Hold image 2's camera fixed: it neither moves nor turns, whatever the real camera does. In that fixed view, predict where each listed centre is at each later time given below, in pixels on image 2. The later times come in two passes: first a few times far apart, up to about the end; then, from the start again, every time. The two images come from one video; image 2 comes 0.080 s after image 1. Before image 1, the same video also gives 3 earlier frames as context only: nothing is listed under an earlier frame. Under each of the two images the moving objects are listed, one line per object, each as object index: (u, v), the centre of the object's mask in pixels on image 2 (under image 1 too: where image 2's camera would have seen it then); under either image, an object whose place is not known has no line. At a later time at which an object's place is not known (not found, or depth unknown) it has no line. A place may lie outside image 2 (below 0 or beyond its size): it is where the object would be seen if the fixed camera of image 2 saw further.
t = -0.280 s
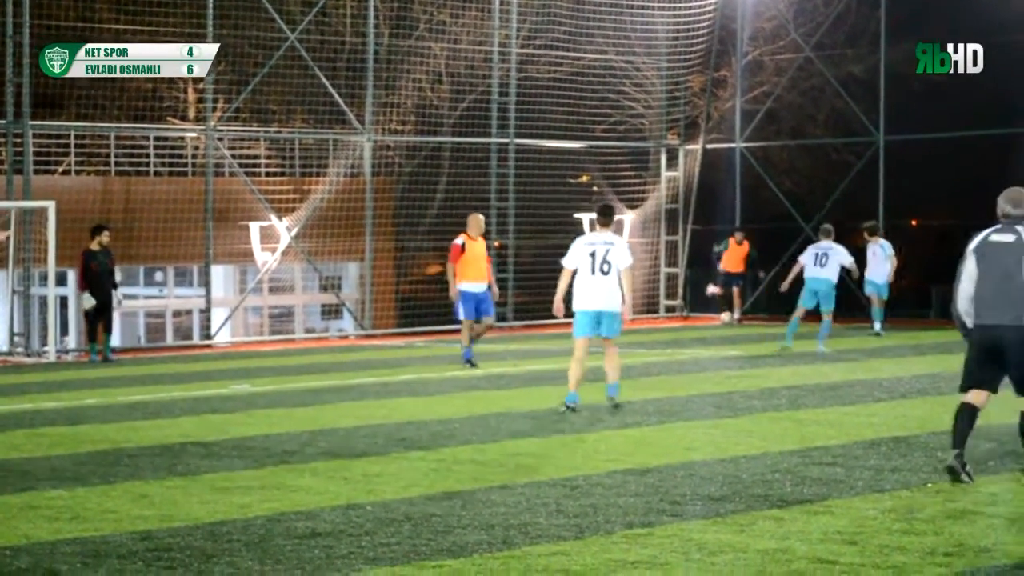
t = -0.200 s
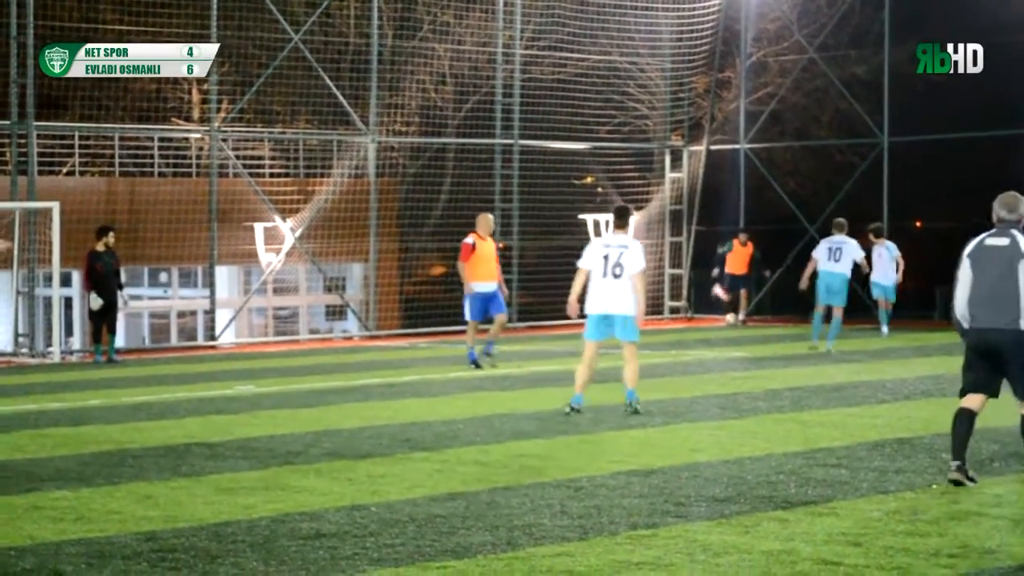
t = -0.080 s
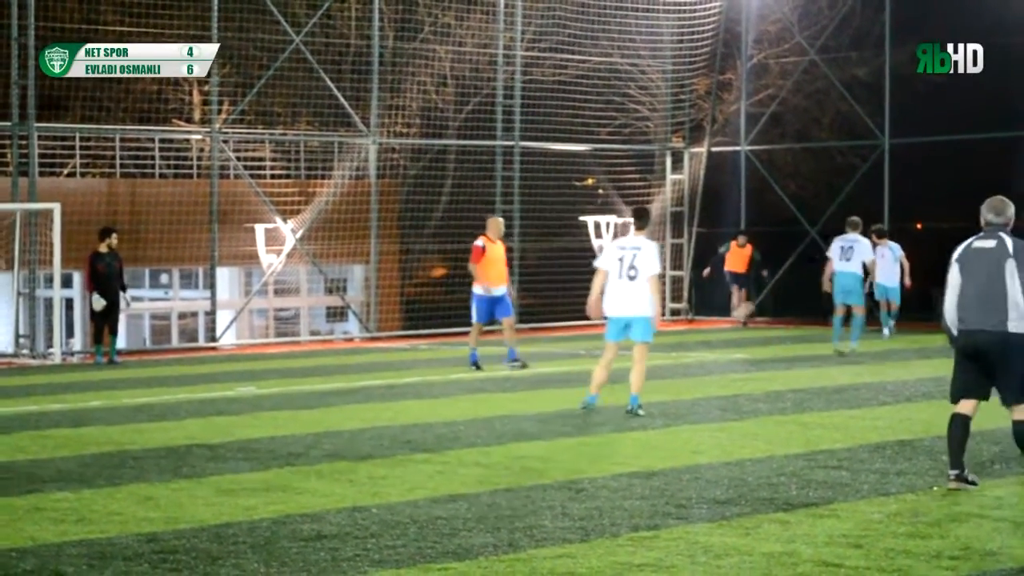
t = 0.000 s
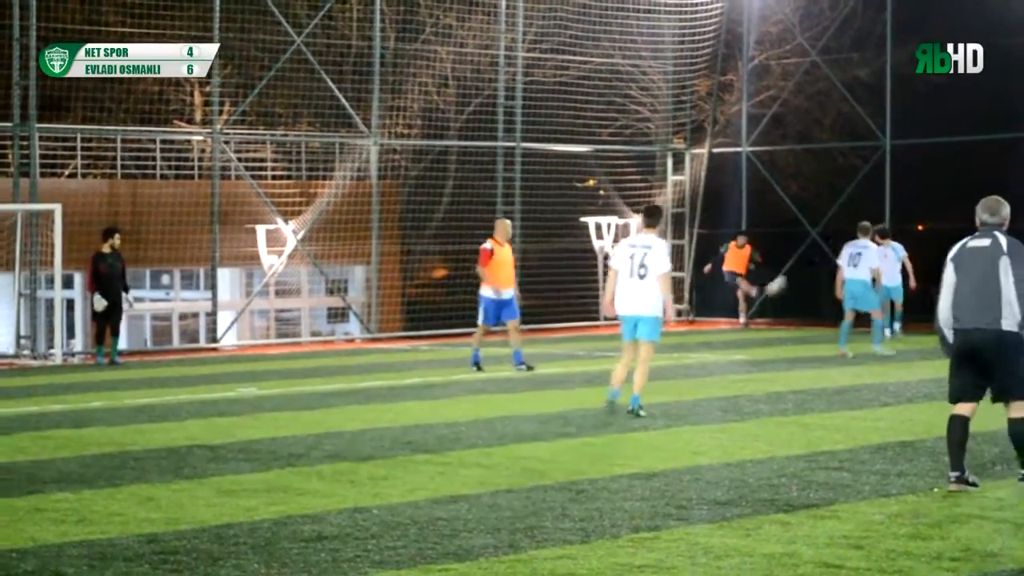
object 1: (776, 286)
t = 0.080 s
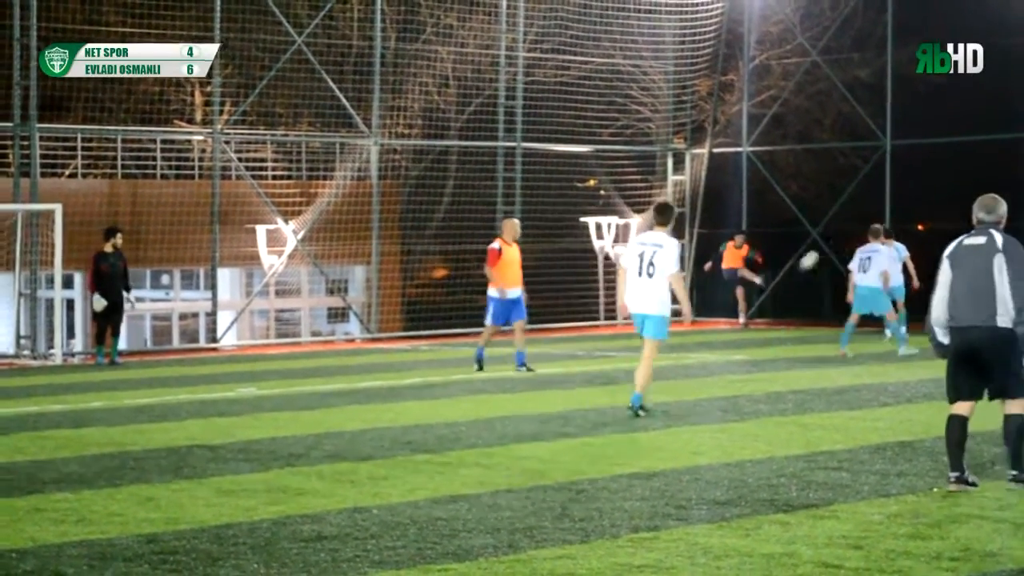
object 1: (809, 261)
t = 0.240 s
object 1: (876, 216)
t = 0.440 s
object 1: (970, 172)
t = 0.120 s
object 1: (826, 248)
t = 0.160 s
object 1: (844, 237)
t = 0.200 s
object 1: (860, 226)
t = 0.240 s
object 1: (876, 216)
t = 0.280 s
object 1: (894, 206)
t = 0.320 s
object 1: (913, 196)
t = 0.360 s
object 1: (931, 187)
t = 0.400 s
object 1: (949, 179)
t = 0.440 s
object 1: (970, 172)
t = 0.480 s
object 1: (989, 165)
